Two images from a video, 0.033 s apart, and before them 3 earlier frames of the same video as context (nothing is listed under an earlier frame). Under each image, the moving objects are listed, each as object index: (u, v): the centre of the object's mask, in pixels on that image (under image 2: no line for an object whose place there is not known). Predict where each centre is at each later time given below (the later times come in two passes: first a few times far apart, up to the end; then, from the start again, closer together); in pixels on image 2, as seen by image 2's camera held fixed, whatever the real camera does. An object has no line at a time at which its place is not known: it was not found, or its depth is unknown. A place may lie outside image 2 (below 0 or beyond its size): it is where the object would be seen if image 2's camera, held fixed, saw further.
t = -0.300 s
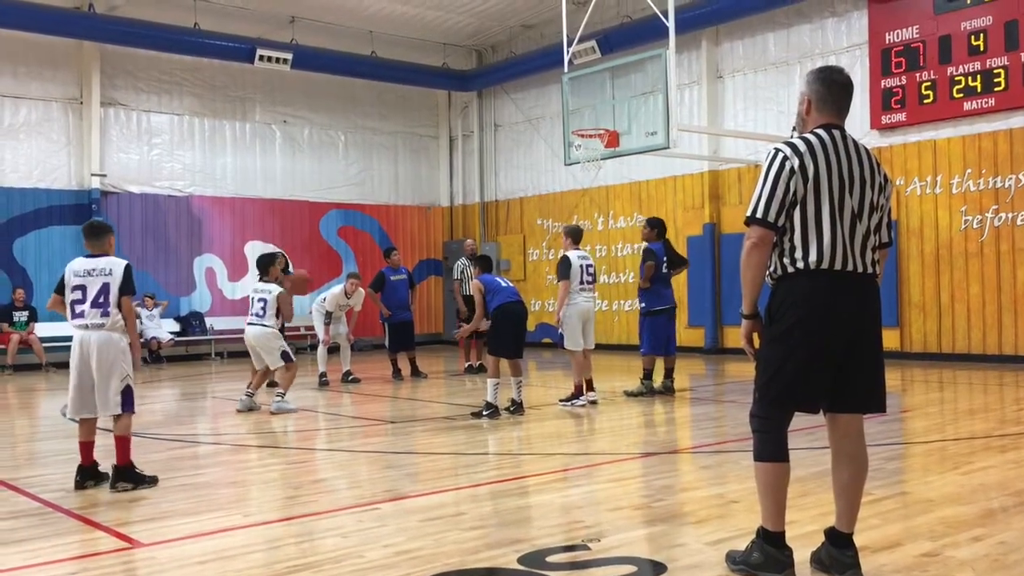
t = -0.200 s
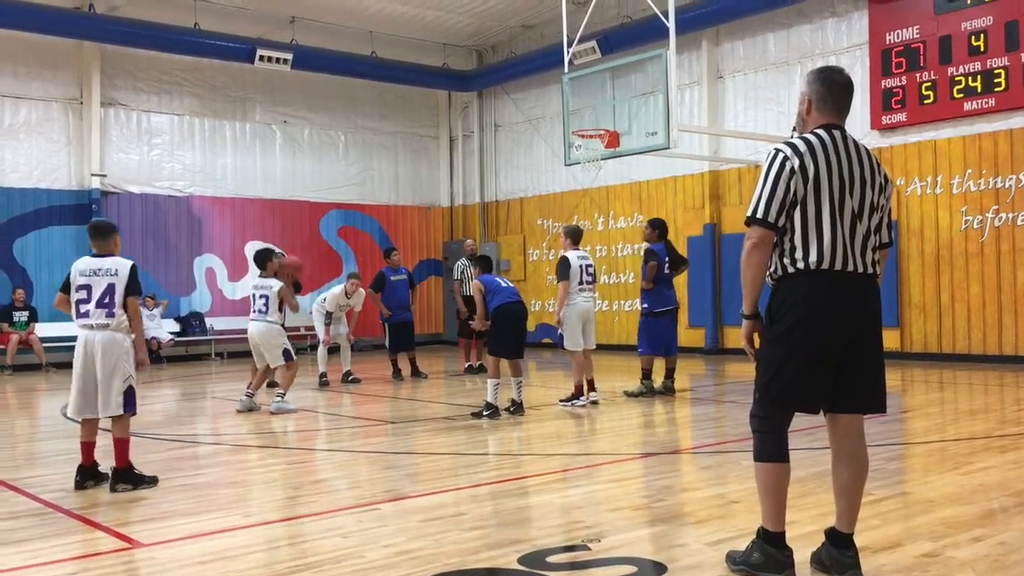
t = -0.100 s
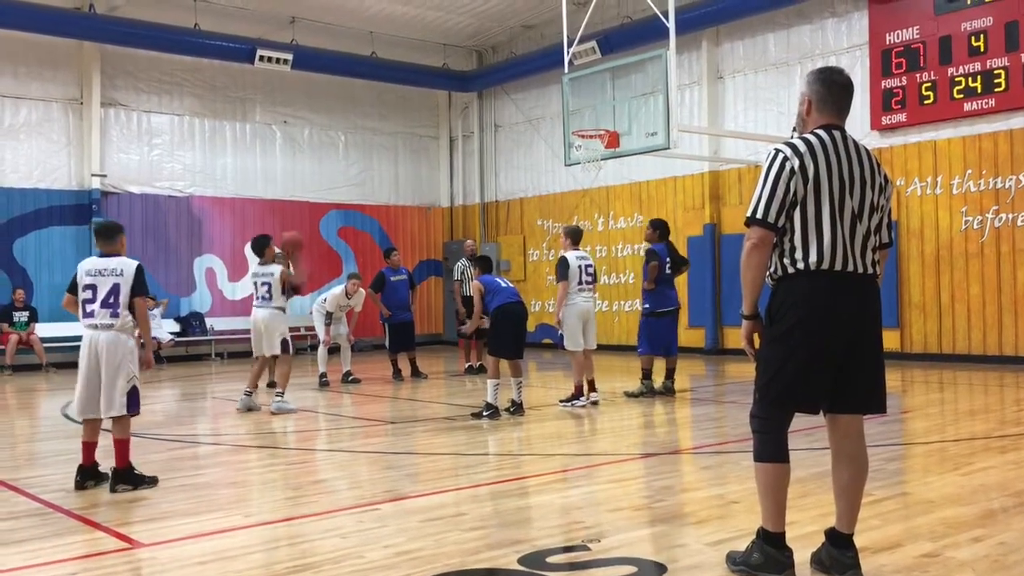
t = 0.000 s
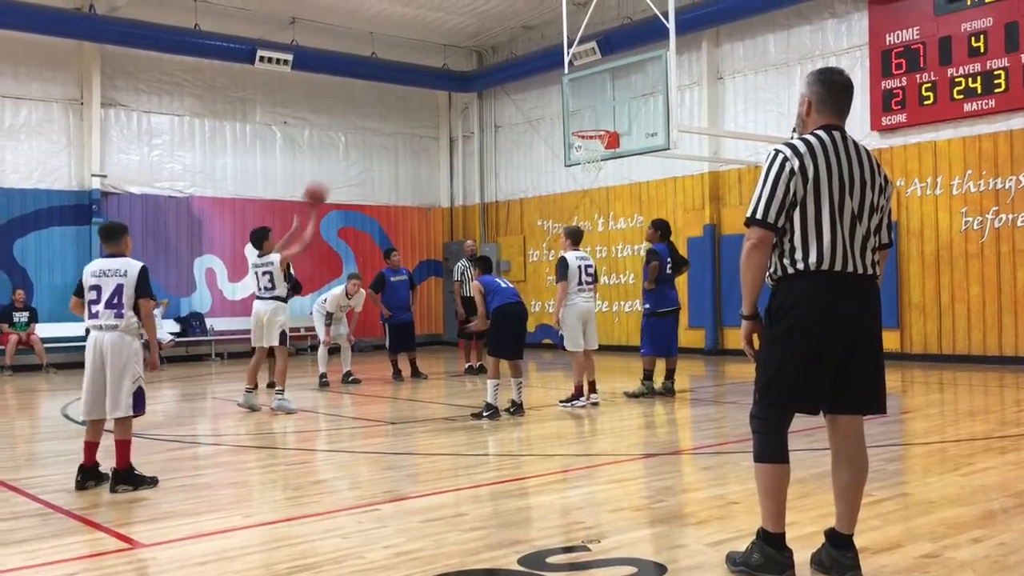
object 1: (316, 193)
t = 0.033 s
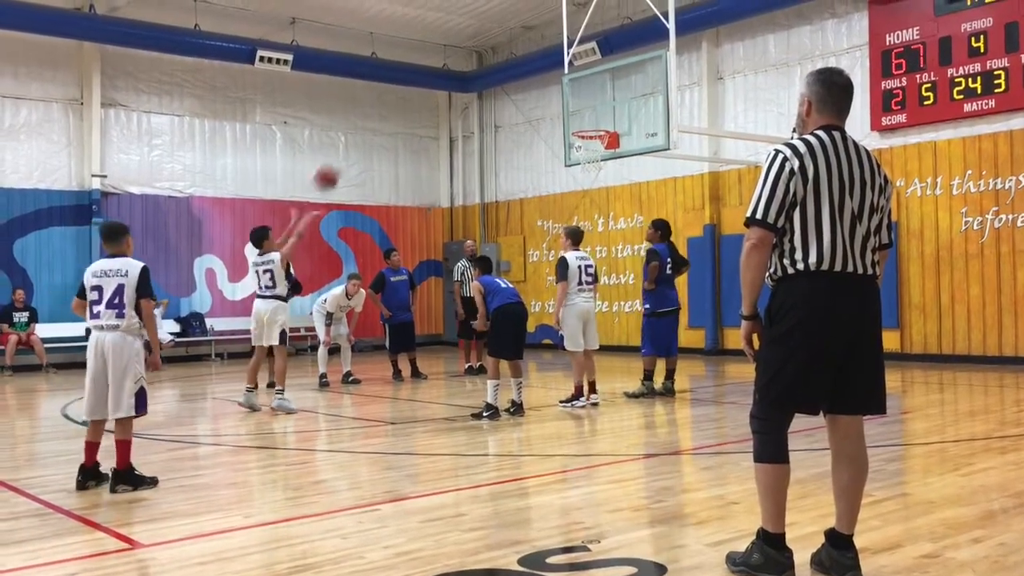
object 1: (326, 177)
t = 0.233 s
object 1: (395, 100)
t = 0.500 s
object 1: (475, 62)
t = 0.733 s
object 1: (537, 80)
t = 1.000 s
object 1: (589, 113)
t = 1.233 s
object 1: (612, 117)
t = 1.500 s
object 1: (593, 131)
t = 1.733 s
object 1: (582, 157)
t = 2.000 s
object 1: (585, 205)
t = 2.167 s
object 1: (587, 261)
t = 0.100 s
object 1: (349, 147)
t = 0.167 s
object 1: (371, 123)
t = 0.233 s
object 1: (395, 100)
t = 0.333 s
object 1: (425, 77)
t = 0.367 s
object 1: (435, 72)
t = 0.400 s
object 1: (446, 68)
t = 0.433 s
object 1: (456, 65)
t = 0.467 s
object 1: (464, 63)
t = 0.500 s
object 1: (475, 62)
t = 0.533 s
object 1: (483, 61)
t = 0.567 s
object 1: (493, 62)
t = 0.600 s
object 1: (501, 64)
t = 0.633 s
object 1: (510, 66)
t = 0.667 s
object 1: (520, 68)
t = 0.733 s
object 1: (537, 80)
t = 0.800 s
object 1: (554, 94)
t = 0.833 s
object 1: (562, 102)
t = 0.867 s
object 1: (570, 110)
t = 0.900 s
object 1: (577, 119)
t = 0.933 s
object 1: (582, 120)
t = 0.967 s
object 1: (586, 116)
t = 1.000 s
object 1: (589, 113)
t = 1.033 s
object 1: (592, 111)
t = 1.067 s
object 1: (596, 110)
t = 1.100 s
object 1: (599, 110)
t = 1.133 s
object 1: (602, 110)
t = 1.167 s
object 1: (606, 112)
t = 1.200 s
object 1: (609, 115)
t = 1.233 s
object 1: (612, 117)
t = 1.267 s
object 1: (611, 118)
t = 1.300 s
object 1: (609, 120)
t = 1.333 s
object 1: (606, 122)
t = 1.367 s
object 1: (604, 123)
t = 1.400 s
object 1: (601, 124)
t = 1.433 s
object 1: (599, 124)
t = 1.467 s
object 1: (596, 126)
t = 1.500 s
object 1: (593, 131)
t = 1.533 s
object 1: (590, 136)
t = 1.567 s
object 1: (587, 141)
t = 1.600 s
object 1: (586, 145)
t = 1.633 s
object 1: (584, 149)
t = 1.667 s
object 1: (582, 153)
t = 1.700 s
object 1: (582, 155)
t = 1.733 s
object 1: (582, 157)
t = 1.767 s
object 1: (581, 161)
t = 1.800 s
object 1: (582, 164)
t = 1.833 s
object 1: (583, 169)
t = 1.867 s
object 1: (582, 175)
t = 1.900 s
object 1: (583, 182)
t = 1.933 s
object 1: (583, 188)
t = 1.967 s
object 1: (584, 196)
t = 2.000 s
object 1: (585, 205)
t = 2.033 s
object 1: (585, 214)
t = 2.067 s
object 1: (585, 225)
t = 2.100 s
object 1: (586, 236)
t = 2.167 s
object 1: (587, 261)
